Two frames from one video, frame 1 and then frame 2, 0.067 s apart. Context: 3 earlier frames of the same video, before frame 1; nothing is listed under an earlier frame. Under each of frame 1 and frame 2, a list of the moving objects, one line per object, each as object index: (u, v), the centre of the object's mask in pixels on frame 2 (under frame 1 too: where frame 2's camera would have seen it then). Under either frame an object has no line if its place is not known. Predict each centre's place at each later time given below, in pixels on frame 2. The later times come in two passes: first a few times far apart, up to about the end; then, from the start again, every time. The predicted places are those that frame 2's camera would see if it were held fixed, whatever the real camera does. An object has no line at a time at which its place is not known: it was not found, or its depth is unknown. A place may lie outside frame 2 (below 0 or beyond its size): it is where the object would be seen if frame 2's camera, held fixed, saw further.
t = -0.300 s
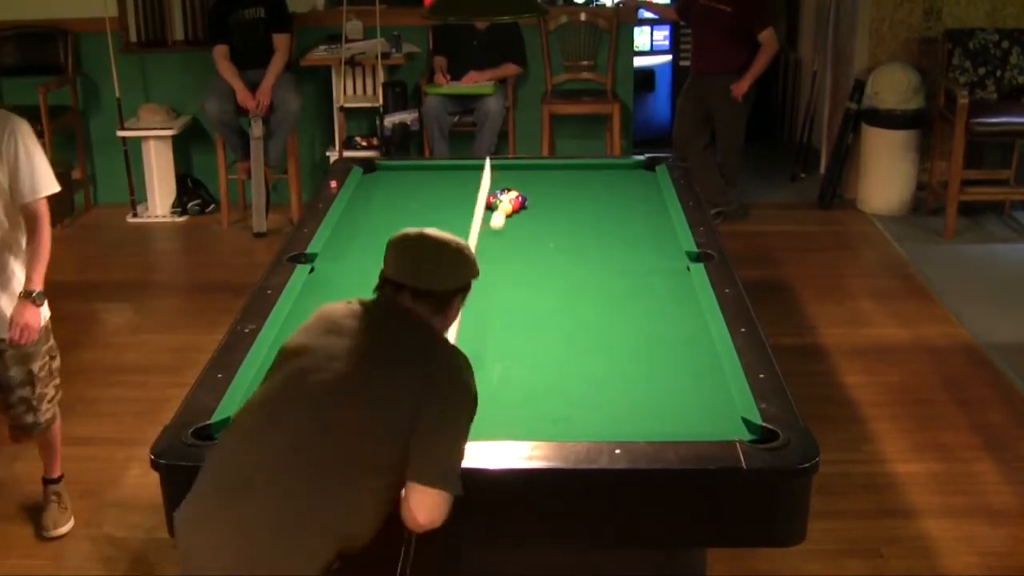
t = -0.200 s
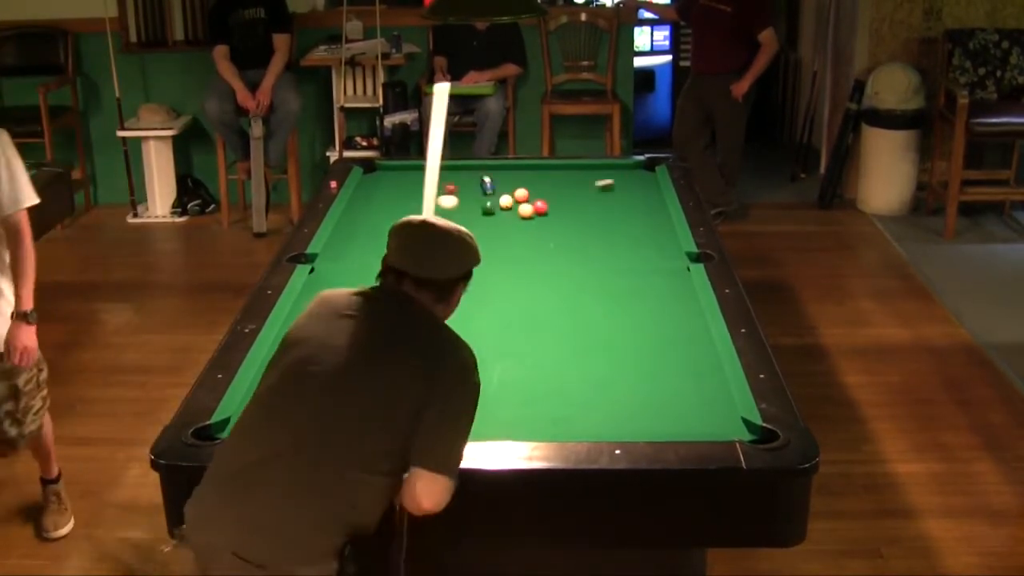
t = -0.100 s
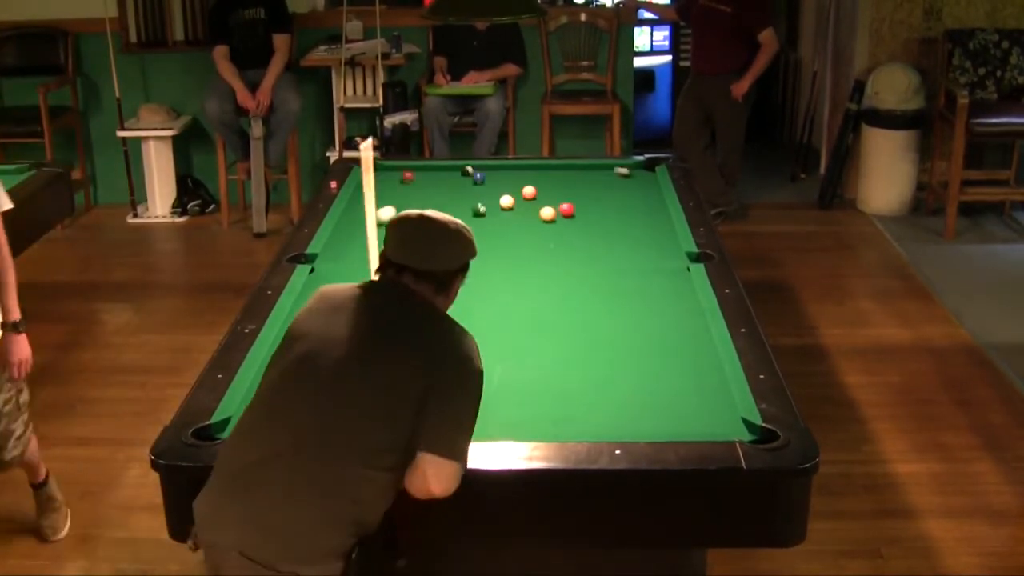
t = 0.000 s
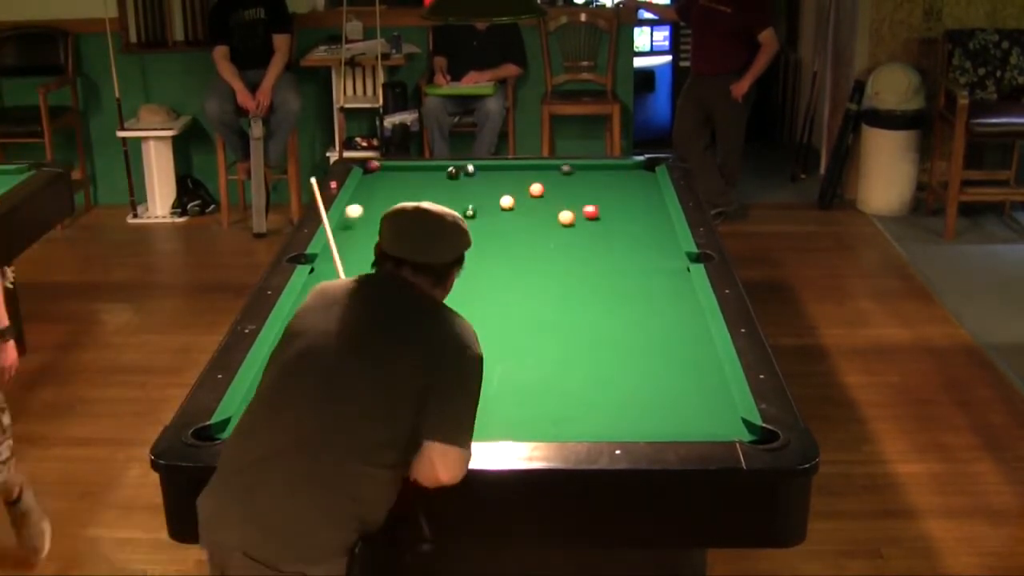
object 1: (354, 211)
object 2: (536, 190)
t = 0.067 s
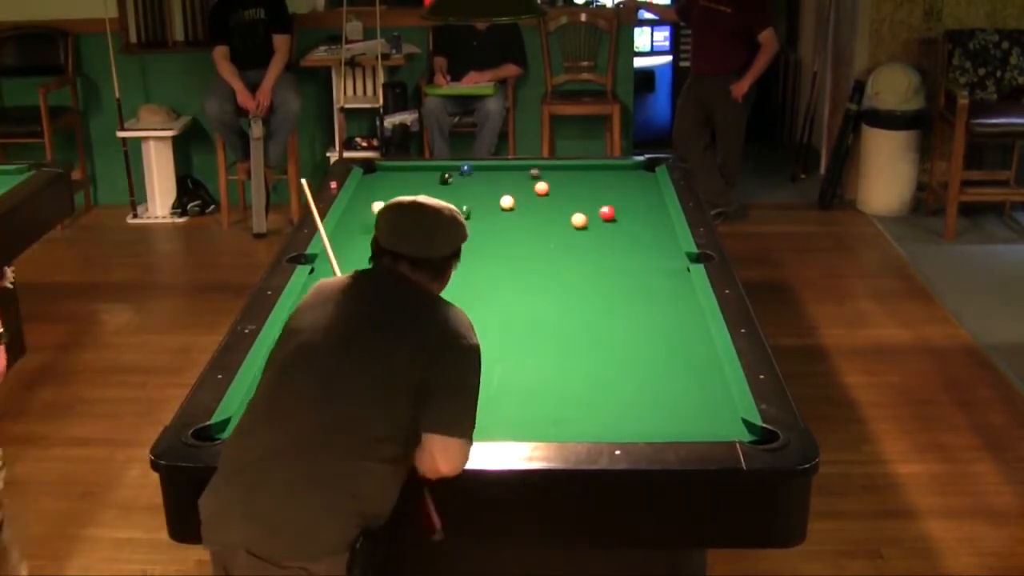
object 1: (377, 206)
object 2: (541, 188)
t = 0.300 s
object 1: (473, 229)
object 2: (557, 182)
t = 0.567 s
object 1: (566, 229)
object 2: (575, 176)
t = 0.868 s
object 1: (642, 218)
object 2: (593, 169)
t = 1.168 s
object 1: (635, 207)
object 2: (608, 168)
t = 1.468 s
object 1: (599, 196)
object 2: (622, 171)
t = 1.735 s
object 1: (570, 187)
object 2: (633, 173)
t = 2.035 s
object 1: (540, 179)
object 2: (645, 176)
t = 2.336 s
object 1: (511, 171)
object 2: (648, 178)
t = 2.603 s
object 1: (489, 168)
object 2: (645, 179)
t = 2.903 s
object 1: (465, 173)
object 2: (641, 181)
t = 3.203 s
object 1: (443, 177)
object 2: (638, 182)
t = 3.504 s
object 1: (421, 181)
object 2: (636, 183)
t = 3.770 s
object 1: (403, 184)
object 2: (635, 182)
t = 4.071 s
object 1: (383, 188)
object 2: (635, 183)
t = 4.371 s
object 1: (365, 191)
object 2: (636, 183)
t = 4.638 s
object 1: (362, 194)
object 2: (635, 183)
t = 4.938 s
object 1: (369, 196)
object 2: (635, 183)
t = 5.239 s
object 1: (374, 197)
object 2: (635, 183)
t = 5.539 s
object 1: (378, 199)
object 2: (635, 183)
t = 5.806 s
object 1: (381, 199)
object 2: (635, 183)
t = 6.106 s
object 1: (384, 200)
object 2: (635, 183)
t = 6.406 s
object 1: (386, 200)
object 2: (635, 183)
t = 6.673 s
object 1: (386, 200)
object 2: (636, 183)
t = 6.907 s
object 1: (386, 200)
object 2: (635, 183)
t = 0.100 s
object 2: (544, 187)
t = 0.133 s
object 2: (546, 186)
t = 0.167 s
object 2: (548, 185)
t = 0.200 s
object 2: (551, 185)
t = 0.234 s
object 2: (553, 184)
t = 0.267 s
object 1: (462, 228)
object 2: (555, 183)
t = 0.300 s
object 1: (473, 229)
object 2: (557, 182)
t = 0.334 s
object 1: (486, 229)
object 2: (560, 181)
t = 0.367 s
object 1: (498, 229)
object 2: (562, 180)
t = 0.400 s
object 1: (511, 230)
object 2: (564, 180)
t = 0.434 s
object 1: (523, 230)
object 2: (566, 179)
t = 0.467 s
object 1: (534, 230)
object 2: (569, 178)
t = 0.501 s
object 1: (545, 230)
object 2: (571, 177)
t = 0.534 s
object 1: (556, 229)
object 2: (573, 176)
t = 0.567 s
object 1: (566, 229)
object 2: (575, 176)
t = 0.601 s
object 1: (576, 228)
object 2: (577, 175)
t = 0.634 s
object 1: (586, 227)
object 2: (579, 174)
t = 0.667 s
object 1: (595, 226)
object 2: (581, 173)
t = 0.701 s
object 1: (603, 224)
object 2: (583, 173)
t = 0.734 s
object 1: (610, 221)
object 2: (585, 172)
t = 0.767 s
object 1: (620, 222)
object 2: (587, 172)
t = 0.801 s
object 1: (627, 221)
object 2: (589, 171)
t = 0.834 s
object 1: (634, 219)
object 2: (591, 170)
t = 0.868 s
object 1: (642, 218)
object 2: (593, 169)
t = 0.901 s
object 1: (649, 217)
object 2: (594, 169)
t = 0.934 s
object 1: (656, 215)
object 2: (596, 168)
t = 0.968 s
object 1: (662, 214)
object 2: (598, 167)
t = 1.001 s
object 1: (657, 213)
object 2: (600, 167)
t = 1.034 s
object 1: (652, 212)
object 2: (601, 166)
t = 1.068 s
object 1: (648, 210)
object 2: (603, 166)
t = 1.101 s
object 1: (643, 209)
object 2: (605, 167)
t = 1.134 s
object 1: (639, 208)
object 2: (607, 167)
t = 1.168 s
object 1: (635, 207)
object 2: (608, 168)
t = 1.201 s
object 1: (631, 205)
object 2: (610, 168)
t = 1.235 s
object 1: (627, 204)
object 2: (611, 168)
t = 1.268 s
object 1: (623, 203)
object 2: (613, 169)
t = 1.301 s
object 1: (619, 202)
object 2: (614, 169)
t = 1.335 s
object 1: (615, 201)
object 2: (616, 170)
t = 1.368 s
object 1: (611, 199)
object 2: (617, 170)
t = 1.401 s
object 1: (607, 198)
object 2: (619, 170)
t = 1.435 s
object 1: (603, 197)
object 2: (620, 171)
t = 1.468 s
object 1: (599, 196)
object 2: (622, 171)
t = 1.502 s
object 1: (595, 195)
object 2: (623, 171)
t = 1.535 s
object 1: (592, 194)
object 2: (625, 171)
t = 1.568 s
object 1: (588, 193)
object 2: (626, 172)
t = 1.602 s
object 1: (584, 191)
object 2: (628, 172)
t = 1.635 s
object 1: (581, 190)
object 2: (629, 172)
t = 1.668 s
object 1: (577, 189)
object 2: (630, 172)
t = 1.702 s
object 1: (573, 188)
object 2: (632, 173)
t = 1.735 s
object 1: (570, 187)
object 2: (633, 173)
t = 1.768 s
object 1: (566, 186)
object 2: (634, 174)
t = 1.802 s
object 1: (563, 185)
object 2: (636, 174)
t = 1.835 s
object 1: (559, 184)
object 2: (637, 174)
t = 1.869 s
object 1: (556, 183)
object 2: (638, 175)
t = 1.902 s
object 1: (552, 183)
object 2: (640, 175)
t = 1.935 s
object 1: (549, 181)
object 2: (641, 175)
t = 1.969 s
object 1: (546, 180)
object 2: (642, 175)
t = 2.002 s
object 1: (543, 179)
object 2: (643, 176)
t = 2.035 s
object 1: (540, 179)
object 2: (645, 176)
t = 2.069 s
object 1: (536, 178)
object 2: (646, 176)
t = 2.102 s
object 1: (533, 177)
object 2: (647, 177)
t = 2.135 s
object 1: (530, 176)
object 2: (648, 177)
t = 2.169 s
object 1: (527, 175)
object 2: (650, 177)
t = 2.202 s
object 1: (524, 174)
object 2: (650, 177)
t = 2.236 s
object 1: (520, 173)
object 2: (650, 178)
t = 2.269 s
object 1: (517, 172)
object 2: (649, 178)
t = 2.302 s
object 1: (514, 171)
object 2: (649, 178)
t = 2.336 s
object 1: (511, 171)
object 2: (648, 178)
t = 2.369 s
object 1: (508, 170)
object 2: (648, 178)
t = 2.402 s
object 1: (505, 169)
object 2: (647, 178)
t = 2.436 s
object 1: (502, 168)
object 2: (647, 179)
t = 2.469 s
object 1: (499, 167)
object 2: (647, 179)
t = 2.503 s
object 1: (496, 167)
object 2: (646, 179)
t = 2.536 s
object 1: (494, 167)
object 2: (646, 179)
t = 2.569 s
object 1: (491, 168)
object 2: (645, 179)
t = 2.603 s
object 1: (489, 168)
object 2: (645, 179)
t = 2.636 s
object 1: (486, 168)
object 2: (644, 180)
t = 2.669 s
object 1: (483, 169)
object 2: (644, 180)
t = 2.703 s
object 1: (481, 170)
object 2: (643, 180)
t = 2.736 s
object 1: (478, 170)
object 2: (643, 180)
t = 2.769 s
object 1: (476, 171)
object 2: (643, 180)
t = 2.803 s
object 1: (473, 171)
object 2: (642, 180)
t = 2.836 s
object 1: (471, 172)
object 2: (642, 181)
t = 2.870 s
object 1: (468, 172)
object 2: (641, 181)
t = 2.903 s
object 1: (465, 173)
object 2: (641, 181)
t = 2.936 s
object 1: (463, 173)
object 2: (640, 181)
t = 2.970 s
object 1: (460, 174)
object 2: (640, 181)
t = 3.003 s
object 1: (458, 174)
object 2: (640, 181)
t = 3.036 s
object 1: (455, 174)
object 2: (639, 181)
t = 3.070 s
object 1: (453, 175)
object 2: (639, 181)
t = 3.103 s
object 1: (451, 175)
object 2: (639, 182)
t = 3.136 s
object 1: (448, 176)
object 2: (638, 182)
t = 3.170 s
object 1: (445, 176)
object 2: (638, 182)
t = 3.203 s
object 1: (443, 177)
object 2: (638, 182)
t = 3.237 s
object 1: (440, 177)
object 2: (638, 182)
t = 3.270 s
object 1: (438, 178)
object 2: (637, 182)
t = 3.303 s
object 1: (436, 178)
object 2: (637, 182)
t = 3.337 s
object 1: (433, 179)
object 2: (637, 182)
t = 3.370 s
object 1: (431, 179)
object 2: (636, 182)
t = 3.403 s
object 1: (428, 180)
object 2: (636, 182)
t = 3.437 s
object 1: (426, 180)
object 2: (636, 182)
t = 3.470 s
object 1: (423, 181)
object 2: (636, 182)
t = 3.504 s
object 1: (421, 181)
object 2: (636, 183)
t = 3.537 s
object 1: (419, 181)
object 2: (636, 182)
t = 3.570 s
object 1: (417, 182)
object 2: (636, 182)
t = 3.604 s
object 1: (414, 182)
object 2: (636, 182)
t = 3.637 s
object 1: (412, 183)
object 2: (636, 182)
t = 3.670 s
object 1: (410, 183)
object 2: (636, 182)
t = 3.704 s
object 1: (407, 183)
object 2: (635, 183)
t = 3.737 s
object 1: (405, 184)
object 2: (636, 183)
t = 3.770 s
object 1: (403, 184)
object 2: (635, 182)
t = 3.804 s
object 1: (401, 185)
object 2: (635, 183)
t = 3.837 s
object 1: (399, 185)
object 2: (635, 183)
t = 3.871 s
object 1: (396, 185)
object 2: (635, 183)
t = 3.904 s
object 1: (394, 186)
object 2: (635, 183)
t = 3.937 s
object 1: (392, 186)
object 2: (635, 183)
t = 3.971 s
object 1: (390, 187)
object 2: (635, 183)
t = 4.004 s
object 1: (388, 187)
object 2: (635, 183)
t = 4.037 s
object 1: (386, 187)
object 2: (636, 183)
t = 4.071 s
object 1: (383, 188)
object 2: (635, 183)
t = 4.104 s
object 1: (381, 188)
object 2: (635, 182)
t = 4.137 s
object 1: (379, 189)
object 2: (636, 183)
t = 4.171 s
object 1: (377, 189)
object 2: (636, 183)
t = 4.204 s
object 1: (375, 190)
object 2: (635, 182)
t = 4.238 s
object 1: (373, 190)
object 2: (635, 183)
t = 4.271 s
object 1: (371, 191)
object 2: (636, 182)
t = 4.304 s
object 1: (369, 191)
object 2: (635, 183)
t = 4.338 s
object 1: (367, 191)
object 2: (636, 183)
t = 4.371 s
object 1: (365, 191)
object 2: (636, 183)
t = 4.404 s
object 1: (363, 192)
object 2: (636, 183)
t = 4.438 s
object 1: (361, 192)
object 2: (635, 183)
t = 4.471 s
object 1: (359, 192)
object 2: (635, 183)
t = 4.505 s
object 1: (359, 193)
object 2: (635, 183)
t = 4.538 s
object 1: (360, 193)
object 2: (635, 183)
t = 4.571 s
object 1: (360, 193)
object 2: (635, 183)
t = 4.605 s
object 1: (361, 193)
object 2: (635, 183)
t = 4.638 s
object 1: (362, 194)
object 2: (635, 183)
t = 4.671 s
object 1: (363, 194)
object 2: (635, 183)
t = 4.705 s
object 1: (364, 194)
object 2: (635, 183)
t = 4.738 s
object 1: (364, 194)
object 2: (635, 183)
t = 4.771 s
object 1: (365, 195)
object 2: (635, 183)
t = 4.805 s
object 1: (366, 195)
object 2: (635, 183)
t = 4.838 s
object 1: (367, 195)
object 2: (635, 183)
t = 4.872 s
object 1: (367, 195)
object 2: (635, 183)
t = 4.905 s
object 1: (368, 196)
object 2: (635, 183)
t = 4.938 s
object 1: (369, 196)
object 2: (635, 183)
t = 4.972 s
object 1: (369, 196)
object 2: (635, 183)
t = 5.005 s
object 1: (370, 196)
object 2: (635, 183)
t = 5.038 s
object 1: (370, 196)
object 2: (635, 183)
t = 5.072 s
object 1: (371, 197)
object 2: (635, 183)
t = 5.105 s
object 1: (372, 197)
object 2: (635, 183)
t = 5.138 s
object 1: (372, 197)
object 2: (635, 183)
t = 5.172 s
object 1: (373, 197)
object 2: (635, 183)
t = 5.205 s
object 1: (373, 197)
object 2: (635, 183)
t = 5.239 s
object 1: (374, 197)
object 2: (635, 183)
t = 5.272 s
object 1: (374, 197)
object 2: (635, 183)
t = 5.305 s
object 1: (375, 198)
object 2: (635, 183)
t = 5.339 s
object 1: (375, 198)
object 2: (635, 183)
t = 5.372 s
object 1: (376, 198)
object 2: (635, 183)
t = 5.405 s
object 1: (376, 198)
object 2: (635, 183)
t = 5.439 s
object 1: (377, 198)
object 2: (635, 183)
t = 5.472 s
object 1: (377, 198)
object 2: (635, 183)
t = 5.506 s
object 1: (378, 198)
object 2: (635, 183)
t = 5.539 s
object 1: (378, 199)
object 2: (635, 183)
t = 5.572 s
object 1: (379, 199)
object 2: (635, 183)
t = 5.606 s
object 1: (379, 199)
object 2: (635, 183)
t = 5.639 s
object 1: (380, 199)
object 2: (635, 183)
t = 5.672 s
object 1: (380, 199)
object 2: (635, 183)
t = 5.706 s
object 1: (380, 199)
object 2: (635, 183)
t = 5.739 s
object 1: (381, 199)
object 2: (635, 183)
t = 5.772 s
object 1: (381, 199)
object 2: (635, 183)
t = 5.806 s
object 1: (381, 199)
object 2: (635, 183)
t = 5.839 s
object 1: (382, 199)
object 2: (635, 183)
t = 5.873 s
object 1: (382, 200)
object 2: (635, 183)
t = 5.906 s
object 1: (382, 200)
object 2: (635, 183)
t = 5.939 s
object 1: (383, 200)
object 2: (635, 183)
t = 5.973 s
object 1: (383, 200)
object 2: (635, 183)
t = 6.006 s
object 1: (383, 200)
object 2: (635, 183)
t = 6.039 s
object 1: (384, 200)
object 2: (635, 183)
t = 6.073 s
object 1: (384, 200)
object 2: (635, 183)
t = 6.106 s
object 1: (384, 200)
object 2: (635, 183)
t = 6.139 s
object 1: (384, 200)
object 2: (635, 183)
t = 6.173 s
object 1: (385, 200)
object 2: (635, 183)
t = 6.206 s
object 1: (385, 200)
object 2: (635, 183)
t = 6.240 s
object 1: (385, 200)
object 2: (635, 183)
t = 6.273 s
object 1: (385, 200)
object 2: (635, 183)
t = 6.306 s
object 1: (385, 200)
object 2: (635, 183)
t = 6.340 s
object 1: (386, 200)
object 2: (635, 183)
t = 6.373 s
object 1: (386, 200)
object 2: (635, 183)
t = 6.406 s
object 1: (386, 200)
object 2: (635, 183)
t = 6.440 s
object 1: (386, 200)
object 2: (635, 183)
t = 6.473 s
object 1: (386, 200)
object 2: (635, 183)
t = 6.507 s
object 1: (386, 200)
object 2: (635, 183)
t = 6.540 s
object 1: (386, 200)
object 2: (635, 183)
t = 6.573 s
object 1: (386, 200)
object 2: (635, 183)
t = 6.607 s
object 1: (386, 200)
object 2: (636, 183)
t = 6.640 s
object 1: (386, 200)
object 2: (636, 183)
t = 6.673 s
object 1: (386, 200)
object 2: (636, 183)
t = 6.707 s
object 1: (386, 200)
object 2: (635, 183)
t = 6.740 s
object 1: (386, 200)
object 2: (635, 183)
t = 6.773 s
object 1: (386, 200)
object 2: (635, 183)
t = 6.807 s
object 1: (386, 200)
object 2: (635, 183)
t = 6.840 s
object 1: (386, 200)
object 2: (635, 183)
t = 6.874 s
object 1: (386, 200)
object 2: (635, 183)
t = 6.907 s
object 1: (386, 200)
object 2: (635, 183)
